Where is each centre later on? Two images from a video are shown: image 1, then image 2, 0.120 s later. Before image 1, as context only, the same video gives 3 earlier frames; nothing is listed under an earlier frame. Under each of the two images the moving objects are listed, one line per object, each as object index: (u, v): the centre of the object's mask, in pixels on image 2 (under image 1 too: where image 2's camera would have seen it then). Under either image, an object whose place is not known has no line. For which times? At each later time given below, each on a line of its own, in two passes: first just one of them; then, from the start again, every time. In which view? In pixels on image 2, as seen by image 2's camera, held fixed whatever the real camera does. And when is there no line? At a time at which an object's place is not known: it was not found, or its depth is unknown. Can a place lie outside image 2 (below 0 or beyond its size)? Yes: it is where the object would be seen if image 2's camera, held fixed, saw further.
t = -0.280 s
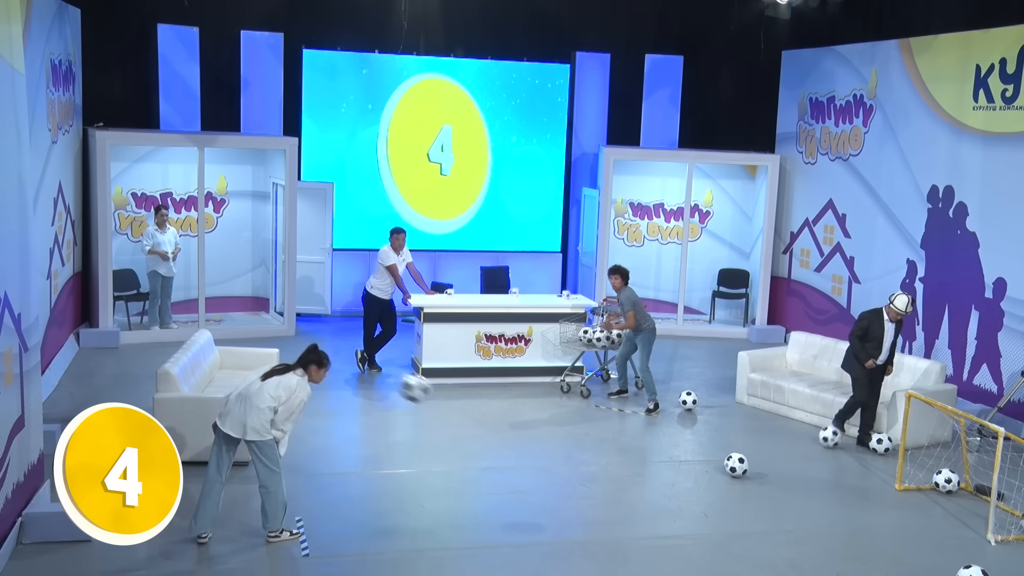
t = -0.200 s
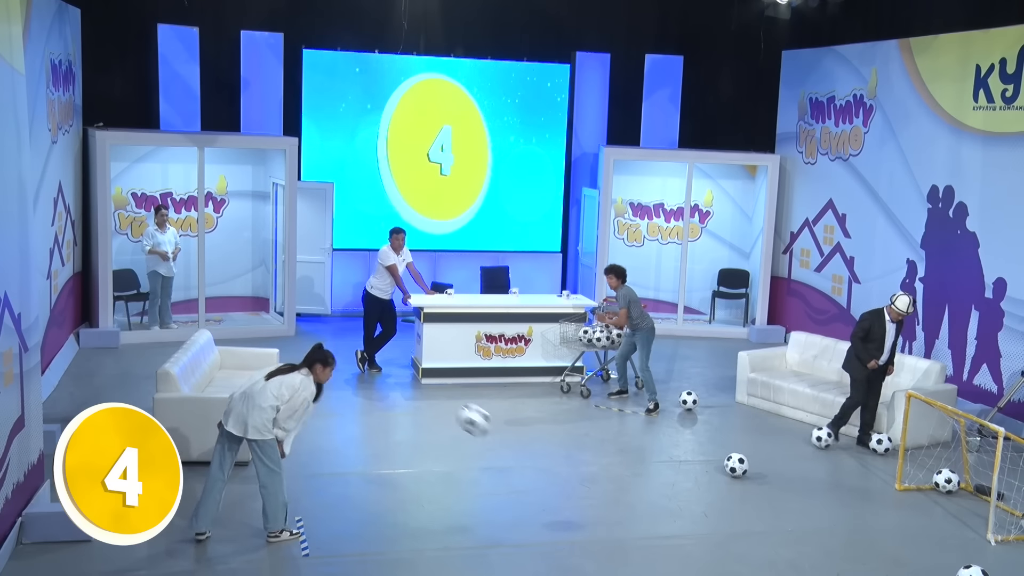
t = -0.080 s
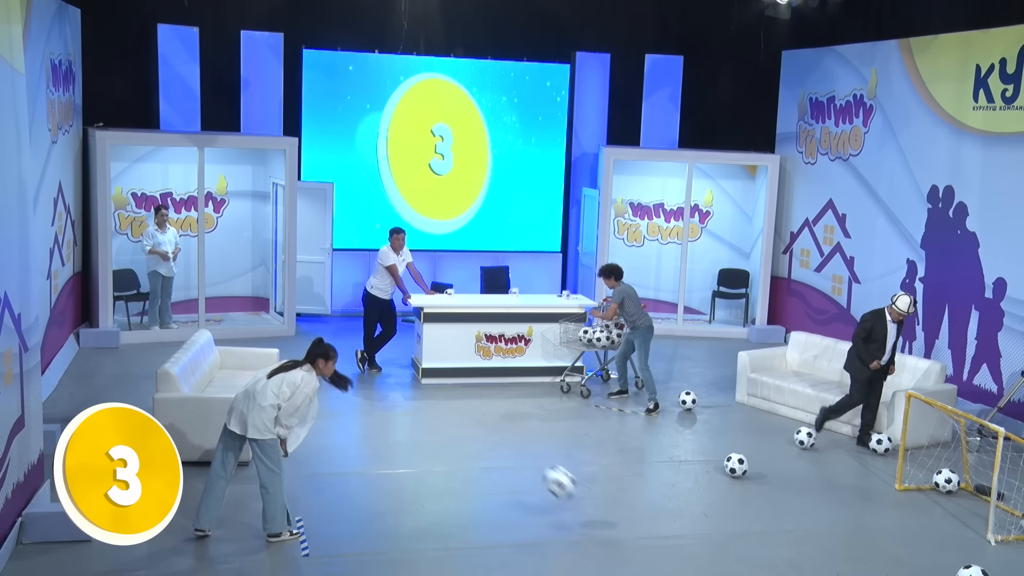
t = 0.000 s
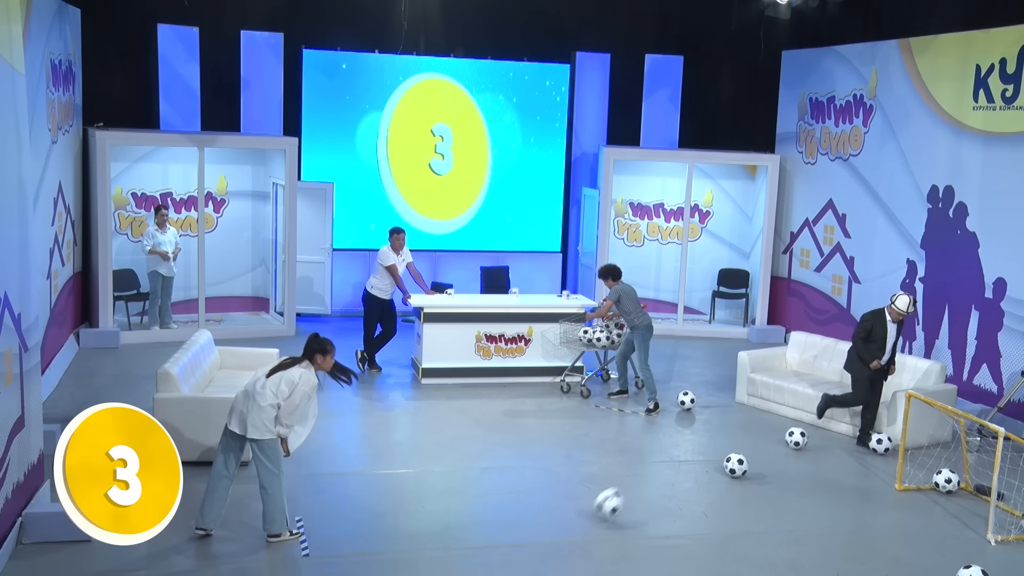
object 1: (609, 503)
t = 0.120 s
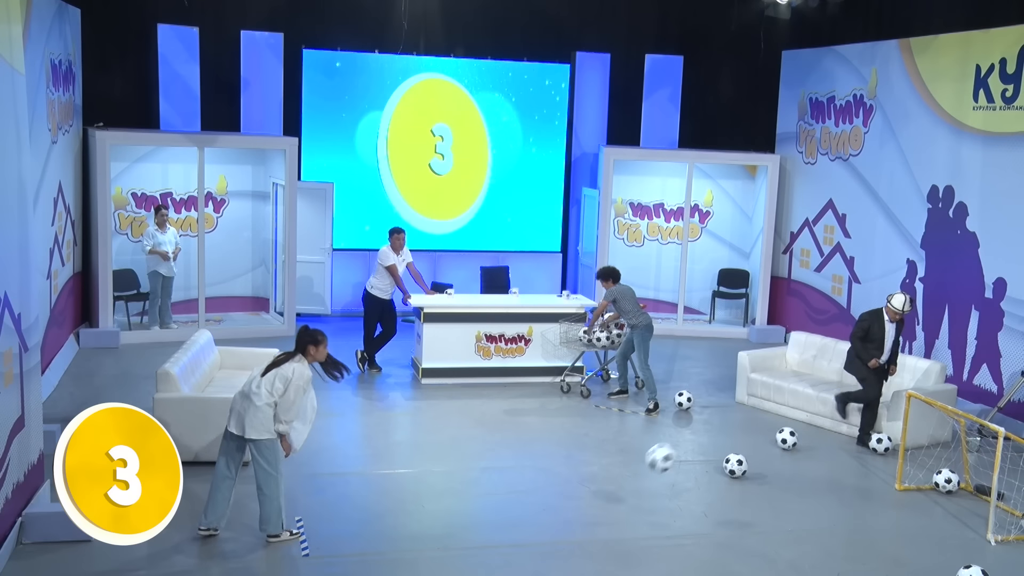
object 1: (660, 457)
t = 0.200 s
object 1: (696, 437)
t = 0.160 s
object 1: (678, 446)
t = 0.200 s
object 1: (696, 437)
